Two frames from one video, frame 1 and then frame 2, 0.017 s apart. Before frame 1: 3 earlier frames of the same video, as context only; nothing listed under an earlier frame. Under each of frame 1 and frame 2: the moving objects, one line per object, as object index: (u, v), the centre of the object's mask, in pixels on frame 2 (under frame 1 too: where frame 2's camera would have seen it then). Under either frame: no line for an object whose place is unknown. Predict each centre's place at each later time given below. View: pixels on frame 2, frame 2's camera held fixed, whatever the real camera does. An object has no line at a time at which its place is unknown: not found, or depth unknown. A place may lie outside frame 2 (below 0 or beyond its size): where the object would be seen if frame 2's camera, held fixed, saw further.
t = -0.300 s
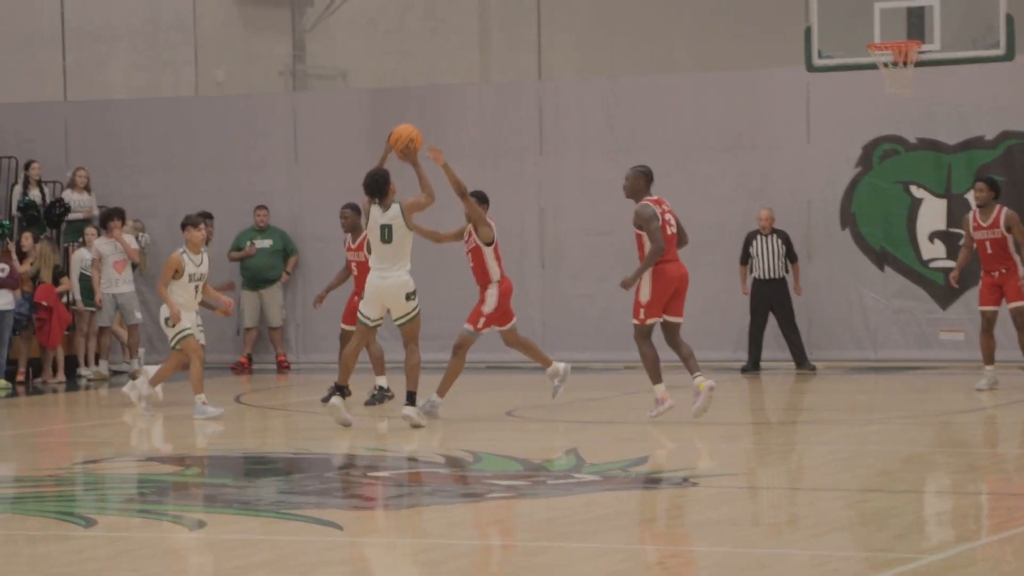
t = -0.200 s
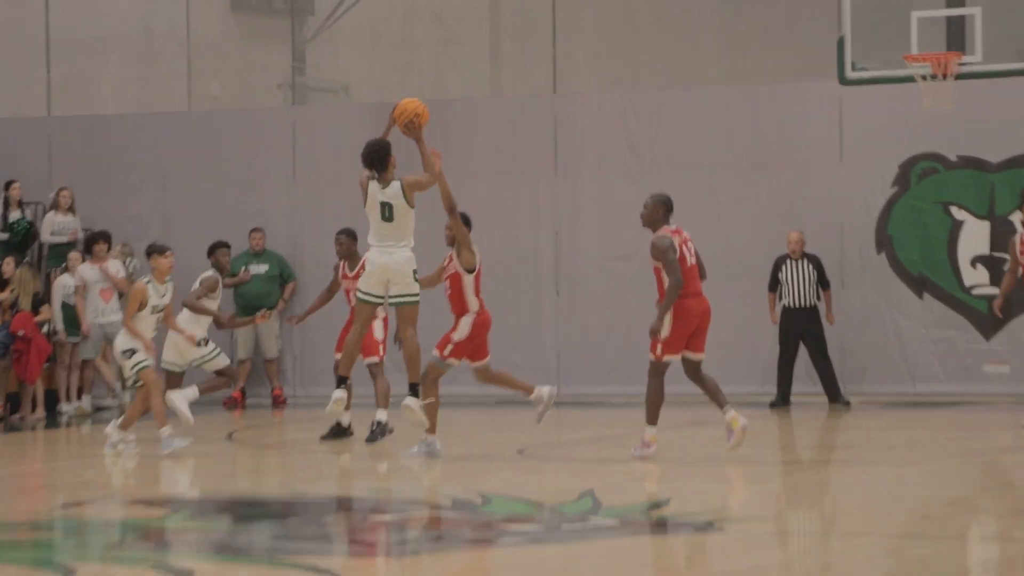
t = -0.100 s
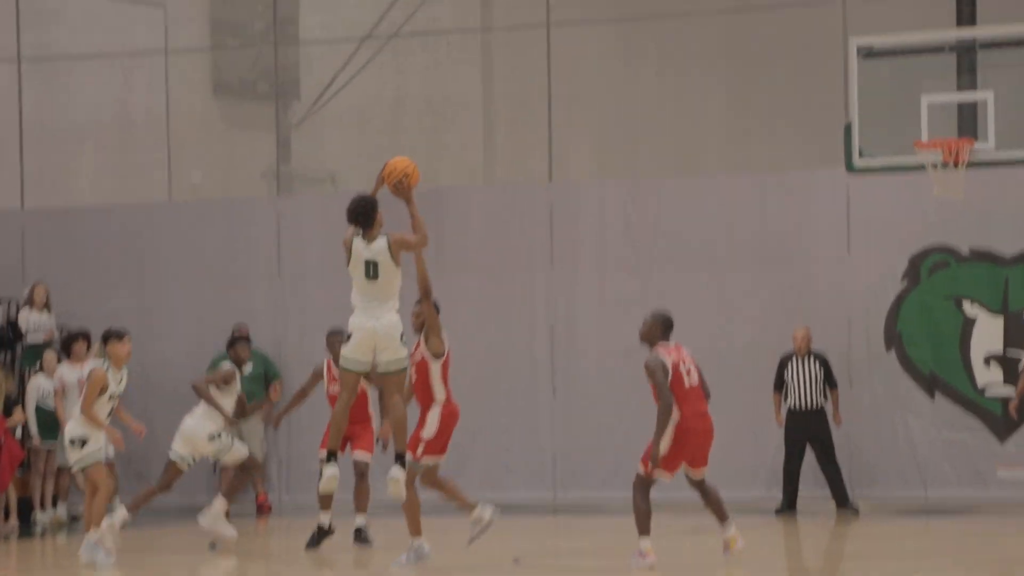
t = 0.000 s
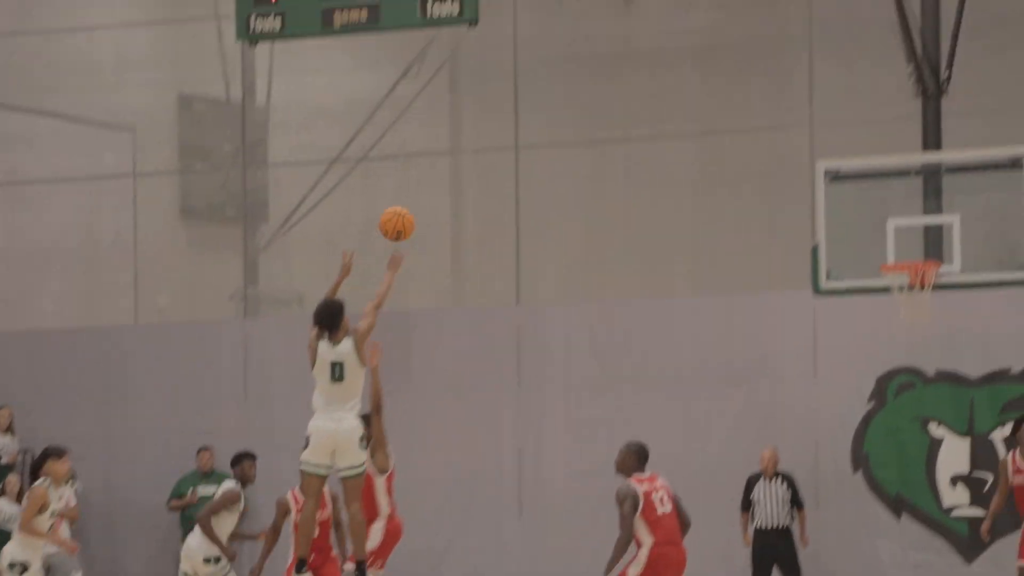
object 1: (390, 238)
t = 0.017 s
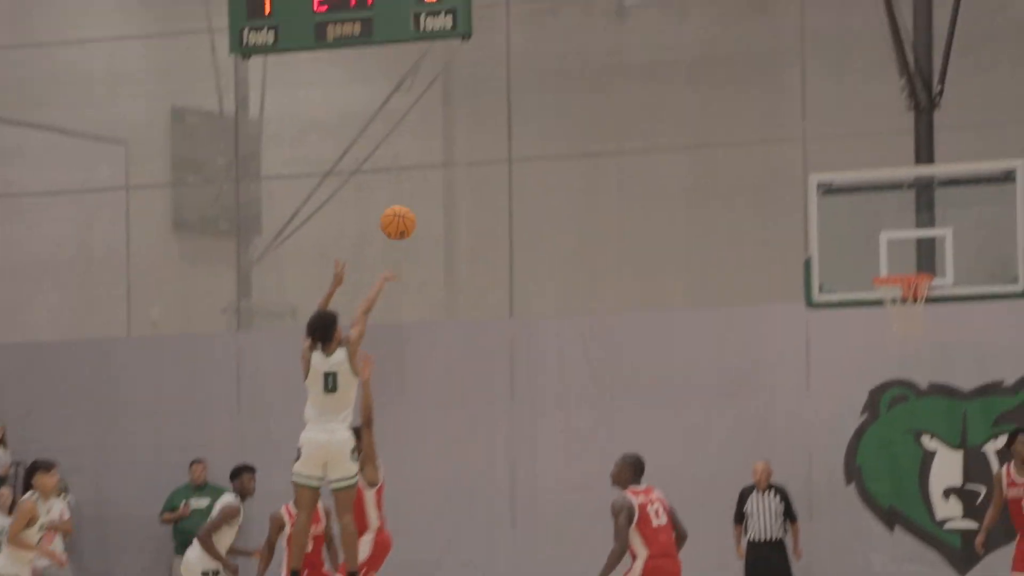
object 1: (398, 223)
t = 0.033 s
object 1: (406, 209)
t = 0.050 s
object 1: (414, 196)
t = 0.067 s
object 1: (421, 183)
